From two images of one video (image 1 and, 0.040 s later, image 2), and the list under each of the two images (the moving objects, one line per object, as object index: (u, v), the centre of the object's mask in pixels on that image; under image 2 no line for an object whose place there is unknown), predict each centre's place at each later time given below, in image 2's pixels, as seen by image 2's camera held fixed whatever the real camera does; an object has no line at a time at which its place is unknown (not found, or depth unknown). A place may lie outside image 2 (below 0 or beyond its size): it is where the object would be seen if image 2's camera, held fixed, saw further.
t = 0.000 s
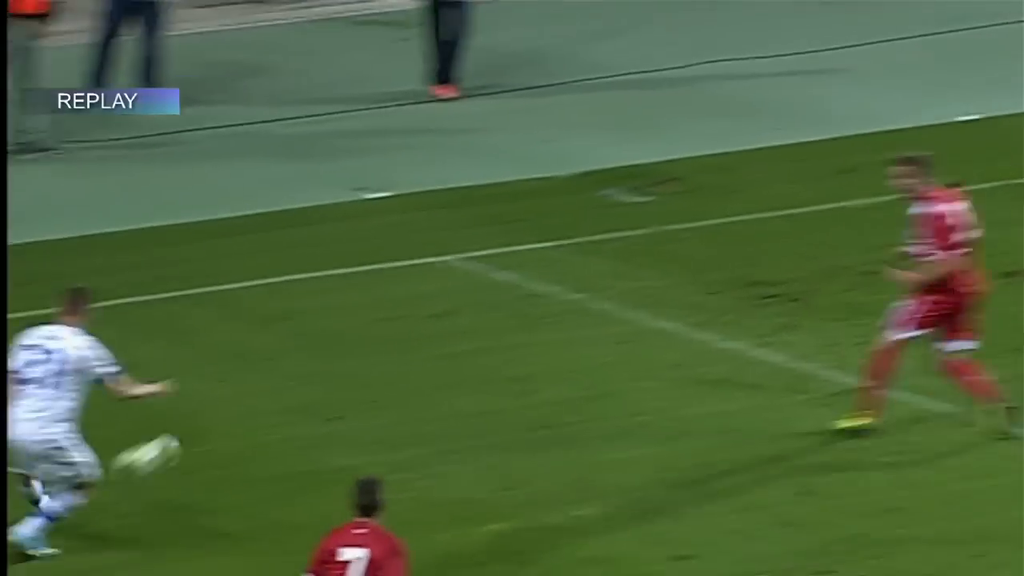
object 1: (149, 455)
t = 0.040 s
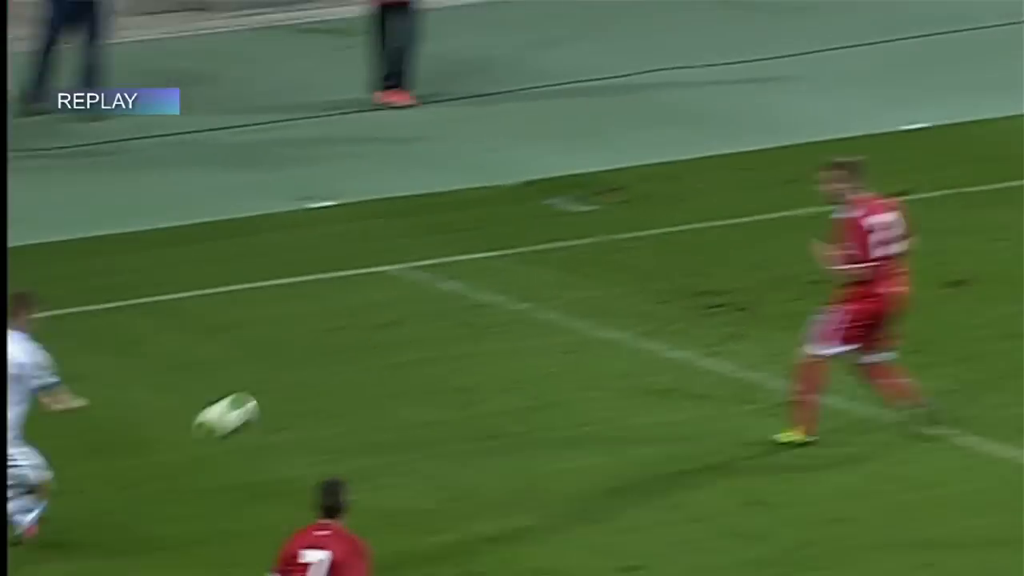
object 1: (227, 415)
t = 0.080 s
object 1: (359, 366)
